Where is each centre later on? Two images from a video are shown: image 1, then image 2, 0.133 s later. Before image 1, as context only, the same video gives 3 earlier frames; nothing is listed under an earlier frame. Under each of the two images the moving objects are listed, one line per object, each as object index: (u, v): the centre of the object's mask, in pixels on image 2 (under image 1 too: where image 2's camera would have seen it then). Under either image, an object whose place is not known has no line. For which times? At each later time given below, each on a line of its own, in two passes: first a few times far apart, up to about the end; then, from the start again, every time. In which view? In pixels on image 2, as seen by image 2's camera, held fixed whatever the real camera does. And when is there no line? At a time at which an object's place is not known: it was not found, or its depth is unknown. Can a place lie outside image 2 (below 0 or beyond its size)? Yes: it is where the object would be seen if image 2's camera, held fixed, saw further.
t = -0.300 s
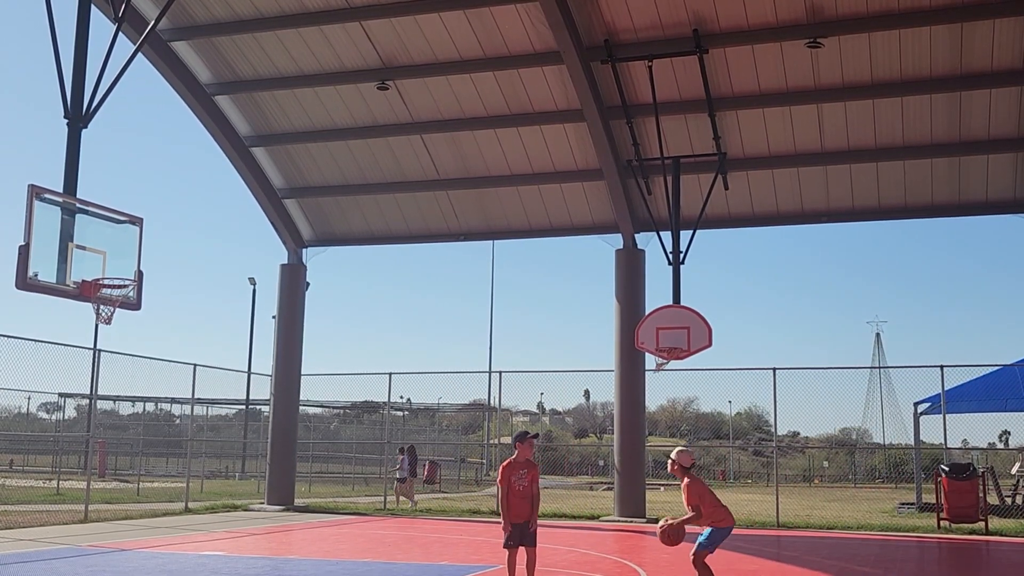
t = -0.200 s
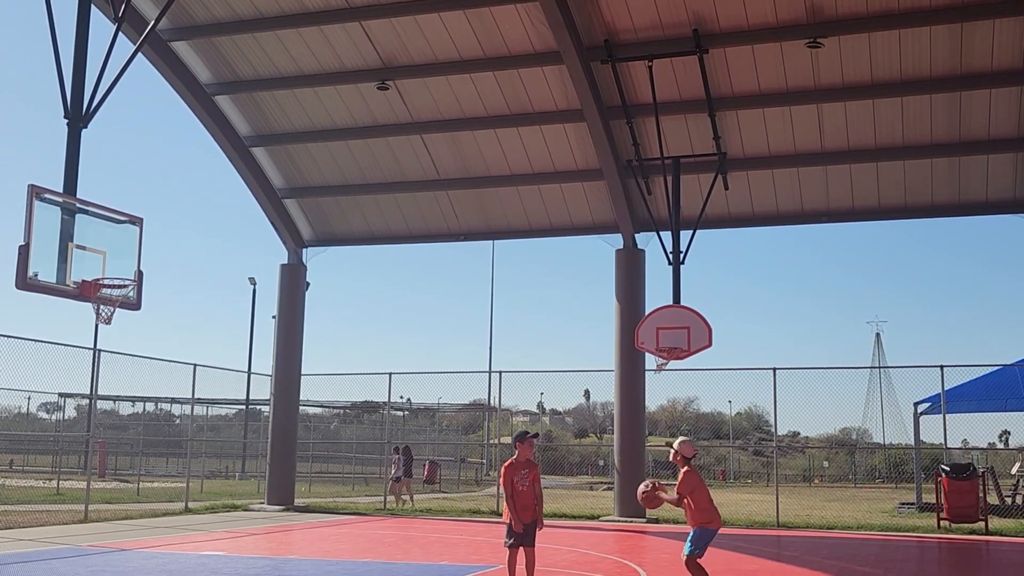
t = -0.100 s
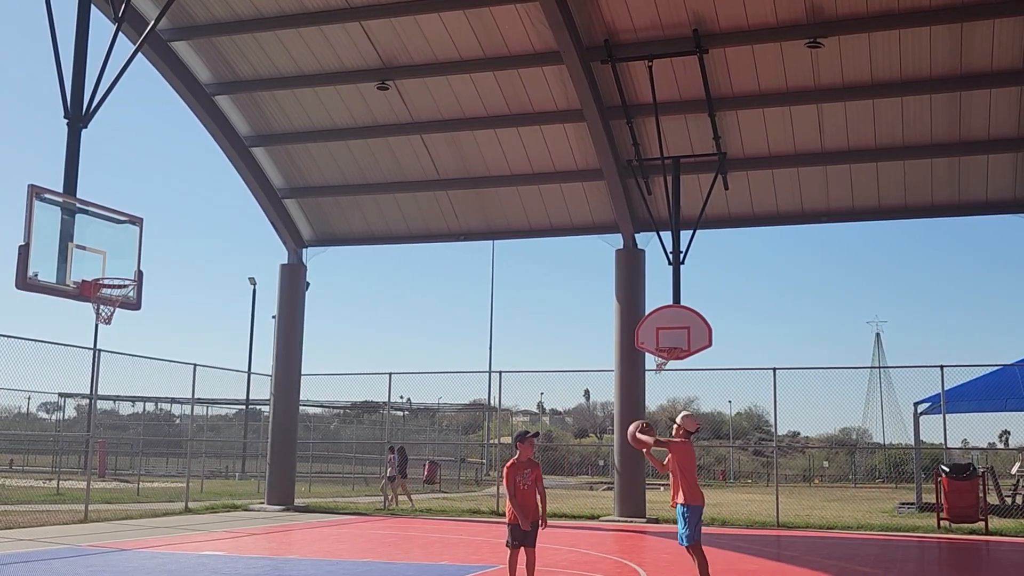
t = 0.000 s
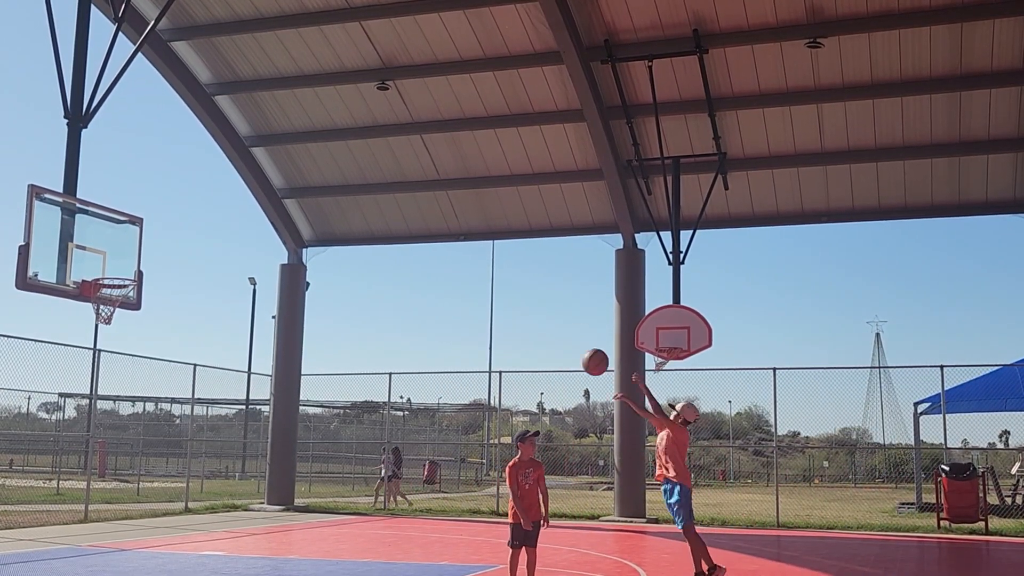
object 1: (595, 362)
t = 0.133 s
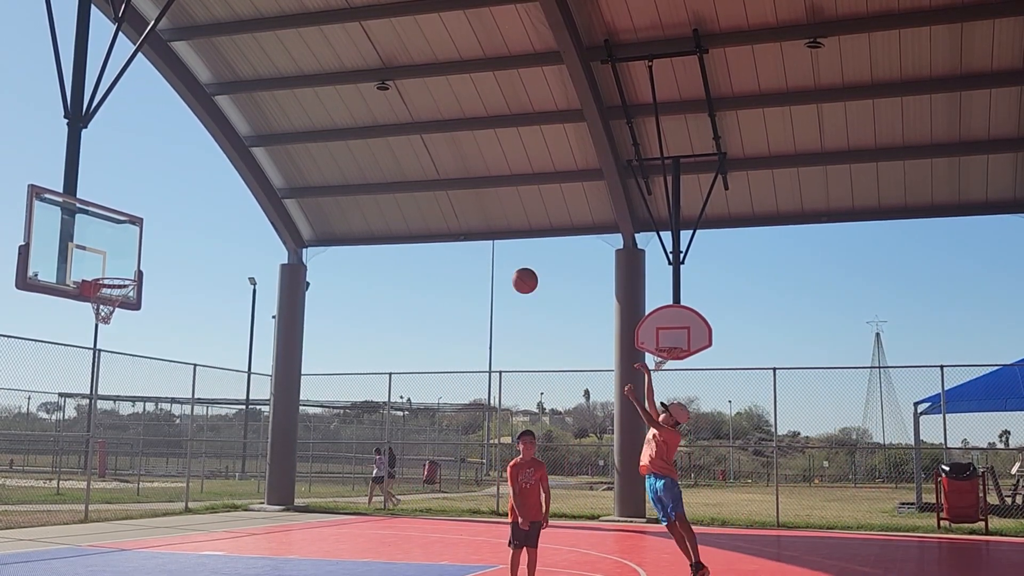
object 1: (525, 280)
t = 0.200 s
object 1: (492, 250)
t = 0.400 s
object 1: (399, 190)
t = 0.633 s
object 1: (299, 174)
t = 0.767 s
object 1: (245, 187)
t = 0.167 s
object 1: (508, 264)
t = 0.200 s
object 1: (492, 250)
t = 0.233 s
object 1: (476, 236)
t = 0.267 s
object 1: (460, 225)
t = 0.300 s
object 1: (445, 213)
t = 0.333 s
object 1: (430, 205)
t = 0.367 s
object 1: (414, 197)
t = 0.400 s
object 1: (399, 190)
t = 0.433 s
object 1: (385, 184)
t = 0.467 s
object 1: (370, 180)
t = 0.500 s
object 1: (356, 177)
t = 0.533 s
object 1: (341, 174)
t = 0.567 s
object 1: (327, 173)
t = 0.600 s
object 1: (313, 172)
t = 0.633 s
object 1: (299, 174)
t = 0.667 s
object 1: (285, 176)
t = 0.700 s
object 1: (271, 179)
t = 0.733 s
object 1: (258, 182)
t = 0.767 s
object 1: (245, 187)
